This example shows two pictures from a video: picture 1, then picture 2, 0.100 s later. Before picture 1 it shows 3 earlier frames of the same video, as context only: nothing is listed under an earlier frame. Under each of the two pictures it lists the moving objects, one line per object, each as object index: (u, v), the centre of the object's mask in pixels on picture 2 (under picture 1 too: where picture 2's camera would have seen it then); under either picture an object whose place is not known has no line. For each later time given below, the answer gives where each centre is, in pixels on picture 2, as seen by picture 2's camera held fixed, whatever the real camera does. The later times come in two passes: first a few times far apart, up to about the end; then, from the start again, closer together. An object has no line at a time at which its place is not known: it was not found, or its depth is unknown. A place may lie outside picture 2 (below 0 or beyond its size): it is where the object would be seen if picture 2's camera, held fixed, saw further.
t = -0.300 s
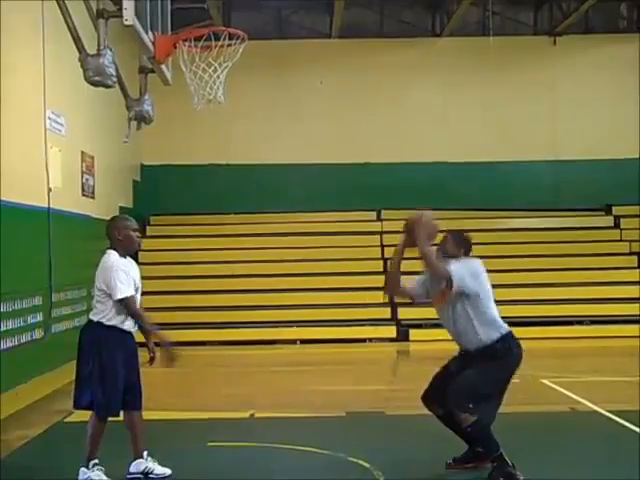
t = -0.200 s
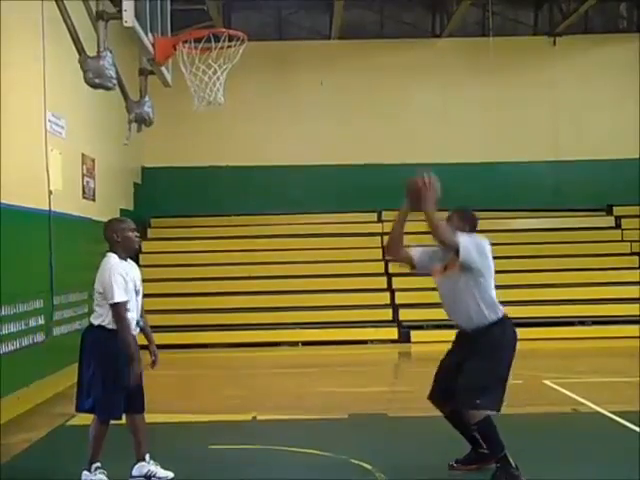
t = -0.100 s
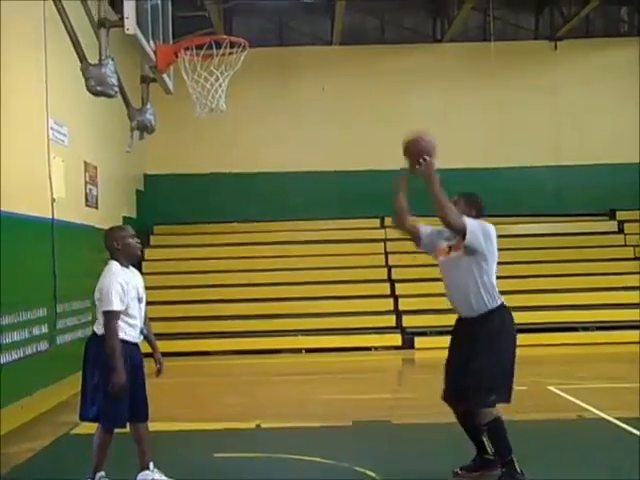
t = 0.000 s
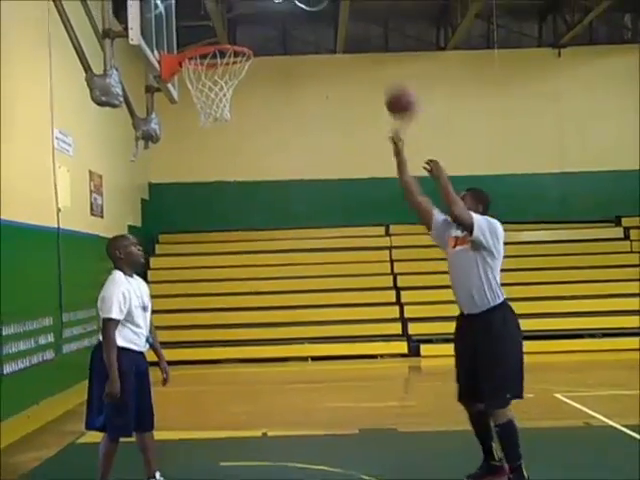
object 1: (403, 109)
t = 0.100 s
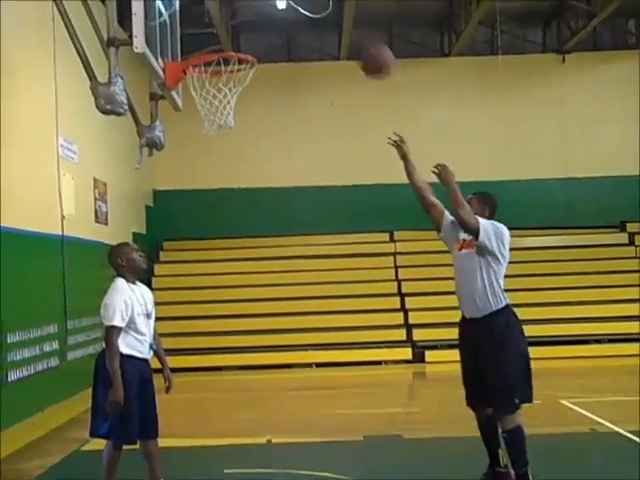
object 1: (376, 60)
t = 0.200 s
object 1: (346, 25)
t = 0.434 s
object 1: (282, 0)
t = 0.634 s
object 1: (225, 33)
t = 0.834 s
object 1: (245, 80)
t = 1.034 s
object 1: (237, 98)
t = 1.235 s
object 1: (212, 129)
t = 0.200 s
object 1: (346, 25)
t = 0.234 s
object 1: (339, 17)
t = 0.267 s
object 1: (329, 11)
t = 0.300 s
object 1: (320, 9)
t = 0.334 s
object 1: (313, 3)
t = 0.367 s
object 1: (312, 2)
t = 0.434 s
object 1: (282, 0)
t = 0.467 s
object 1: (267, 2)
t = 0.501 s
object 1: (256, 5)
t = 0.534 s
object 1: (243, 6)
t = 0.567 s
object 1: (238, 18)
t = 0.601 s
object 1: (232, 21)
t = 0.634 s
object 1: (225, 33)
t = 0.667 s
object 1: (215, 40)
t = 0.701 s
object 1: (209, 46)
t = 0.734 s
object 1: (215, 64)
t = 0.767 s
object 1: (226, 73)
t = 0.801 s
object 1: (239, 80)
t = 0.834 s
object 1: (245, 80)
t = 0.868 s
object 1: (248, 82)
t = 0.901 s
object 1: (245, 90)
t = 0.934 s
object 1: (244, 92)
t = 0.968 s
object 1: (243, 93)
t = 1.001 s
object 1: (240, 96)
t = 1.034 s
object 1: (237, 98)
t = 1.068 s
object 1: (233, 102)
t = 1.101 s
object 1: (229, 105)
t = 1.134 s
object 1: (225, 108)
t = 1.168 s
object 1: (220, 112)
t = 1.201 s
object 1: (214, 122)
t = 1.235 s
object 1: (212, 129)
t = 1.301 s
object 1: (210, 138)
